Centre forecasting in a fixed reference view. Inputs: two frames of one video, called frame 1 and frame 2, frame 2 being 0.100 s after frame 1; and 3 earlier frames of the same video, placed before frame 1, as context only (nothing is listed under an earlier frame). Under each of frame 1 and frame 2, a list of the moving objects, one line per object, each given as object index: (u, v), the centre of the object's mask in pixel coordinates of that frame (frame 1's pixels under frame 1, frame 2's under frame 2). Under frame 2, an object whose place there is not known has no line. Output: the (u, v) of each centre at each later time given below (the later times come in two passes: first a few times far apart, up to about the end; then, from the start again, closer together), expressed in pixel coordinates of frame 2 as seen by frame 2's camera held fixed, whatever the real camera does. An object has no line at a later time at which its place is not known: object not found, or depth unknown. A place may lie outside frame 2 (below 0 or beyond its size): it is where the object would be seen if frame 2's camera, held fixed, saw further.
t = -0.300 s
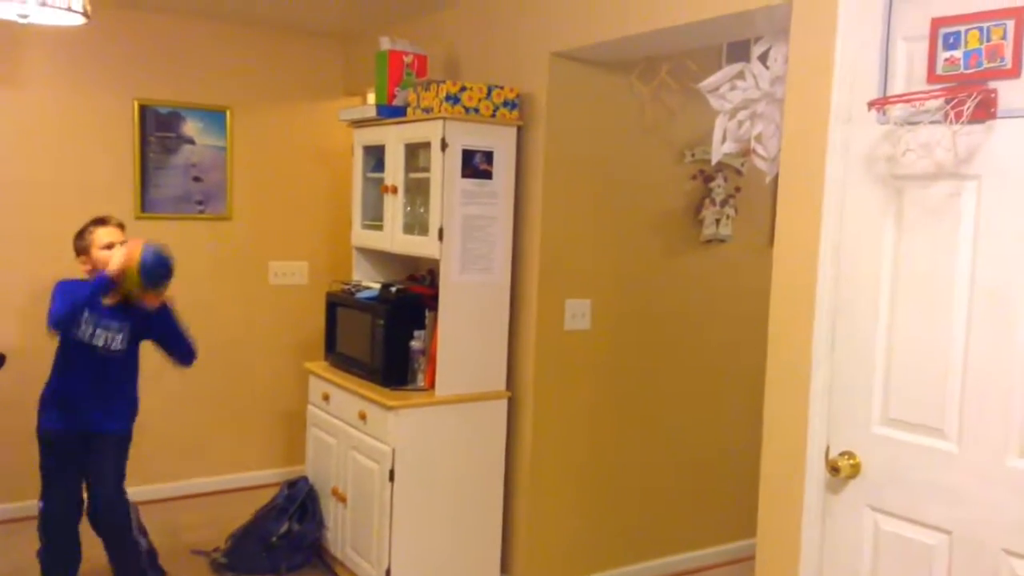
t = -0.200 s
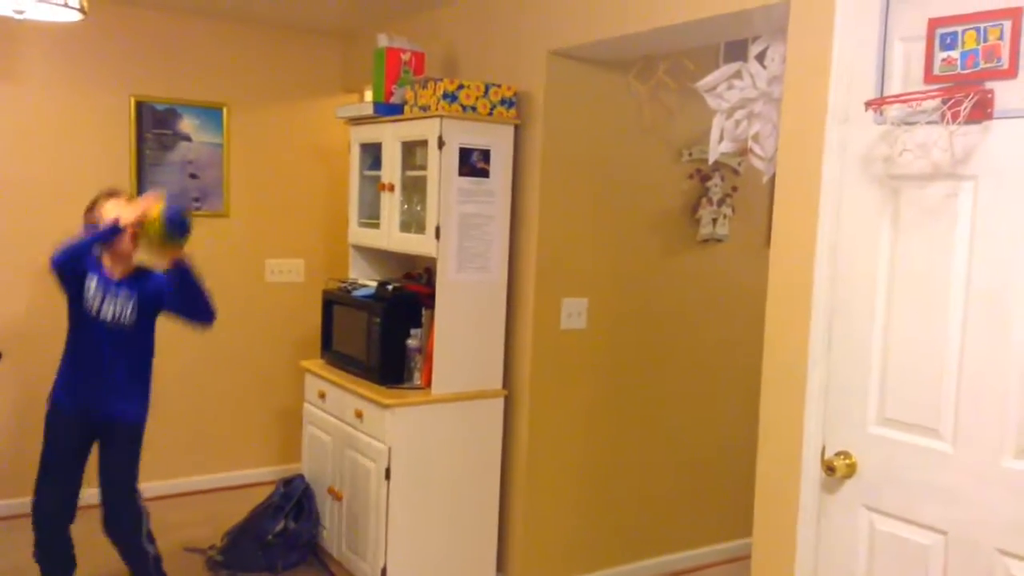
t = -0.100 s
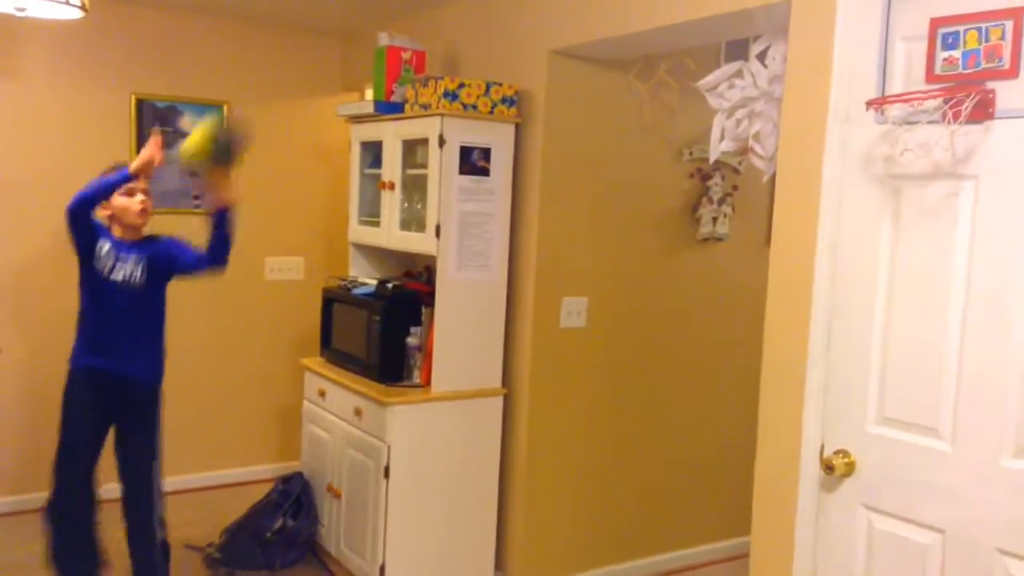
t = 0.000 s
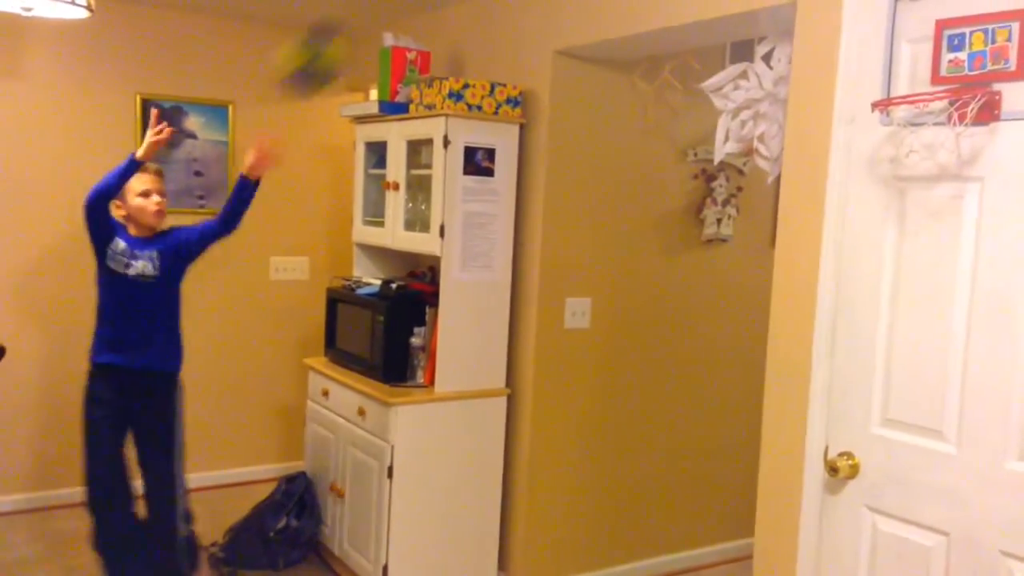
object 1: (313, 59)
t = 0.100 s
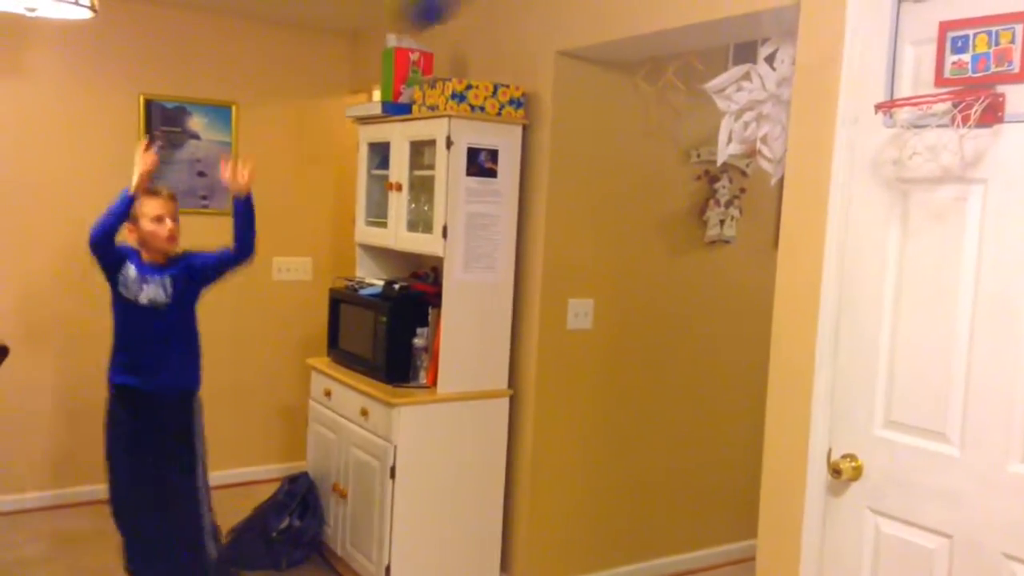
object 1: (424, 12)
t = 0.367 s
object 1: (773, 12)
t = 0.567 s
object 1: (928, 114)
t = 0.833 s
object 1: (783, 341)
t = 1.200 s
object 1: (647, 578)
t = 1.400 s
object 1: (613, 392)
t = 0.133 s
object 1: (466, 5)
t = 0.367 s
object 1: (773, 12)
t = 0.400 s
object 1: (838, 19)
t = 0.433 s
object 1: (900, 39)
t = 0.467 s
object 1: (955, 67)
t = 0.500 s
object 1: (955, 81)
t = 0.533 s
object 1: (946, 103)
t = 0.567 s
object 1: (928, 114)
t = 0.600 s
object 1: (910, 130)
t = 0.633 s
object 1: (891, 149)
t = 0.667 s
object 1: (873, 171)
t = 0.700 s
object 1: (855, 198)
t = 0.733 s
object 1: (837, 230)
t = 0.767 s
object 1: (820, 264)
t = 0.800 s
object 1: (802, 302)
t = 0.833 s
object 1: (783, 341)
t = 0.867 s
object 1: (767, 382)
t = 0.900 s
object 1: (751, 426)
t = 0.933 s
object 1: (737, 474)
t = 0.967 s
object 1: (724, 520)
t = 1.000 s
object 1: (707, 564)
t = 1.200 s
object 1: (647, 578)
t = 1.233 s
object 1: (643, 551)
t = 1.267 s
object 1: (637, 512)
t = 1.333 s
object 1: (625, 441)
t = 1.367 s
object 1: (617, 414)
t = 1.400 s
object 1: (613, 392)
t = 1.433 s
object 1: (611, 379)
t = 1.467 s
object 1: (604, 361)
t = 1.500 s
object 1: (597, 350)
